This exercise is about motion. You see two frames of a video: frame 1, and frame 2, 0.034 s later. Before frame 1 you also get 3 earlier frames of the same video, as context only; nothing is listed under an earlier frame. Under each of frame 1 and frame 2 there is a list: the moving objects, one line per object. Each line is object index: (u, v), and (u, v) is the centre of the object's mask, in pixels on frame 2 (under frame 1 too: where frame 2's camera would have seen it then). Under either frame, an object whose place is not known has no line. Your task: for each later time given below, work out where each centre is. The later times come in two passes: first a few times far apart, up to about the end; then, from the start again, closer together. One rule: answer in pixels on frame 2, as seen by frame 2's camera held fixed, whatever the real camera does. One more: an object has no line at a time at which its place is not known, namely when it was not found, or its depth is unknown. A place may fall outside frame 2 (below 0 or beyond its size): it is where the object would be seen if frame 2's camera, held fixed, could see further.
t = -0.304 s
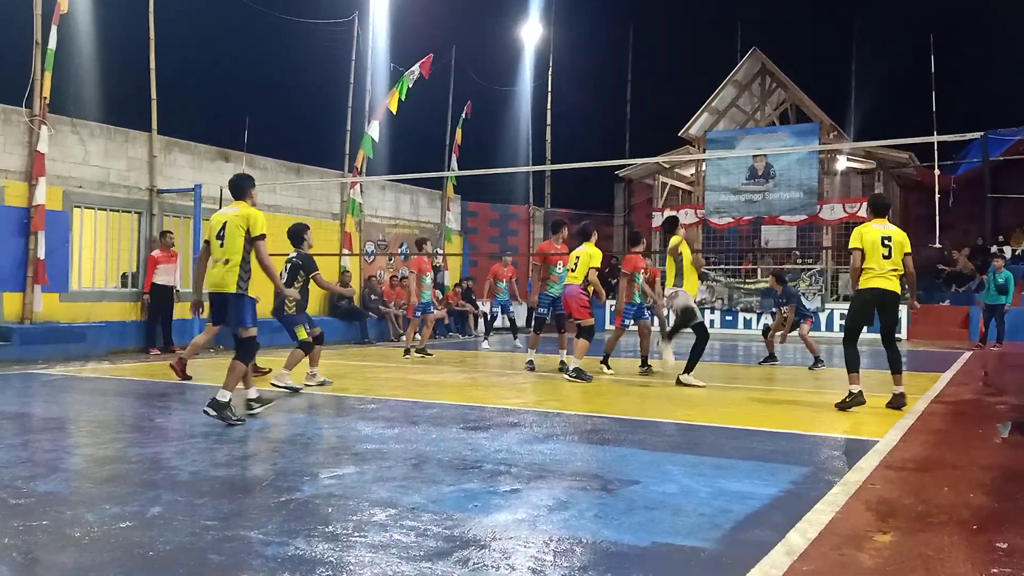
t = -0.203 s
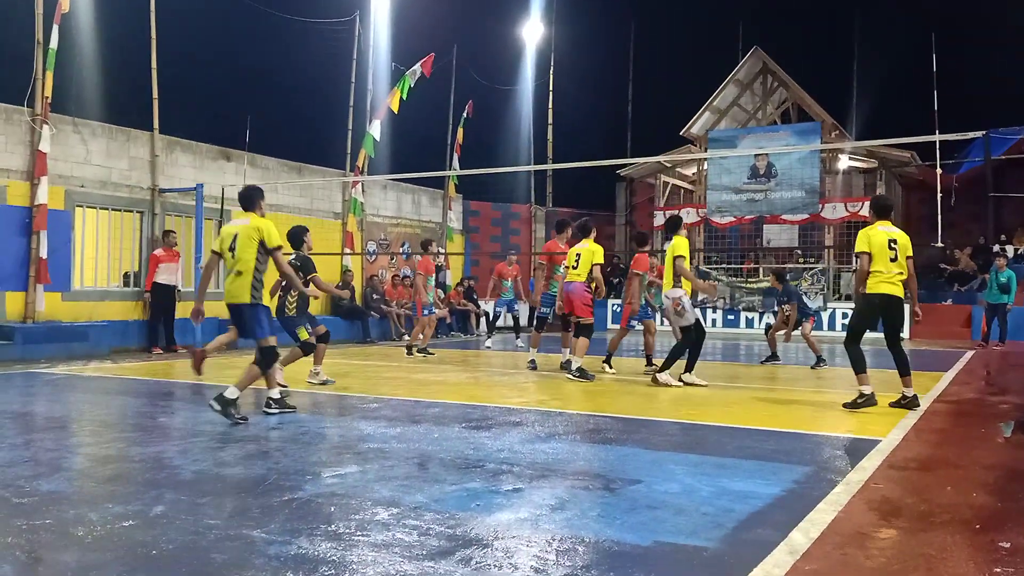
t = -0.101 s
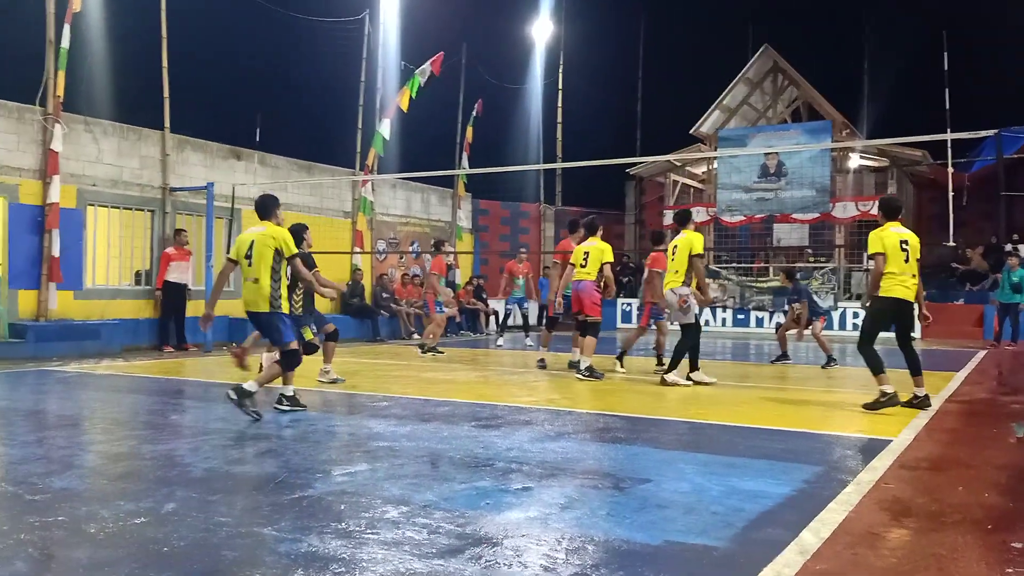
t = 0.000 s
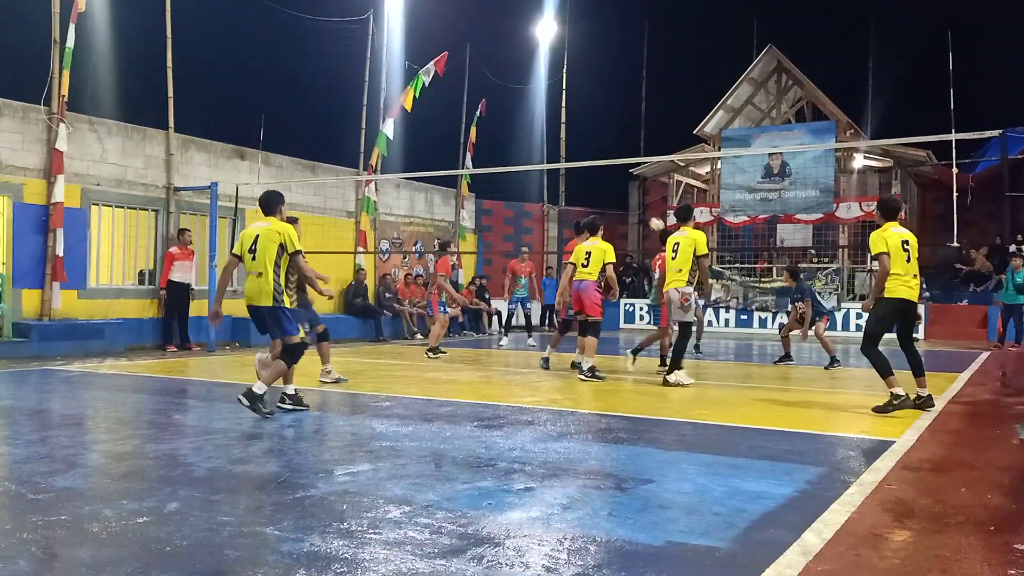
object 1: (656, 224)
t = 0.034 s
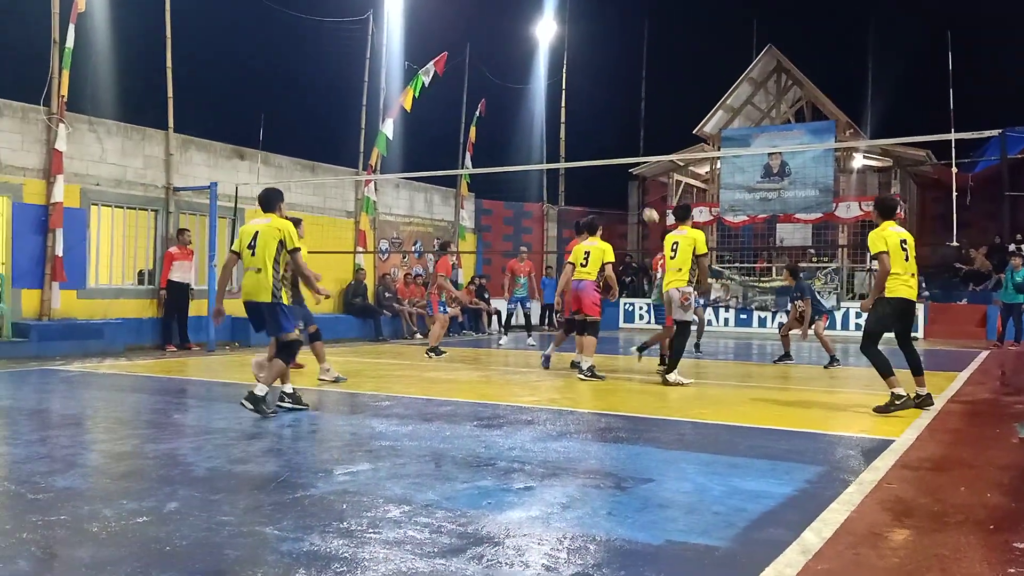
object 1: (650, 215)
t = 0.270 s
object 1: (607, 174)
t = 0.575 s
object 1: (550, 173)
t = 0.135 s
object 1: (632, 194)
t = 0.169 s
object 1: (625, 187)
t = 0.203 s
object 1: (619, 183)
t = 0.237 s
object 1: (613, 178)
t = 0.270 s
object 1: (607, 174)
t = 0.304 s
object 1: (600, 171)
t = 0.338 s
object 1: (594, 169)
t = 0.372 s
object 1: (587, 167)
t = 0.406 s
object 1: (581, 166)
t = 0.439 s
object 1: (574, 166)
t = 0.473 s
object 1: (568, 167)
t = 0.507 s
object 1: (561, 168)
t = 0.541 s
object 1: (555, 170)
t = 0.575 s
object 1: (550, 173)
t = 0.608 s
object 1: (542, 176)
